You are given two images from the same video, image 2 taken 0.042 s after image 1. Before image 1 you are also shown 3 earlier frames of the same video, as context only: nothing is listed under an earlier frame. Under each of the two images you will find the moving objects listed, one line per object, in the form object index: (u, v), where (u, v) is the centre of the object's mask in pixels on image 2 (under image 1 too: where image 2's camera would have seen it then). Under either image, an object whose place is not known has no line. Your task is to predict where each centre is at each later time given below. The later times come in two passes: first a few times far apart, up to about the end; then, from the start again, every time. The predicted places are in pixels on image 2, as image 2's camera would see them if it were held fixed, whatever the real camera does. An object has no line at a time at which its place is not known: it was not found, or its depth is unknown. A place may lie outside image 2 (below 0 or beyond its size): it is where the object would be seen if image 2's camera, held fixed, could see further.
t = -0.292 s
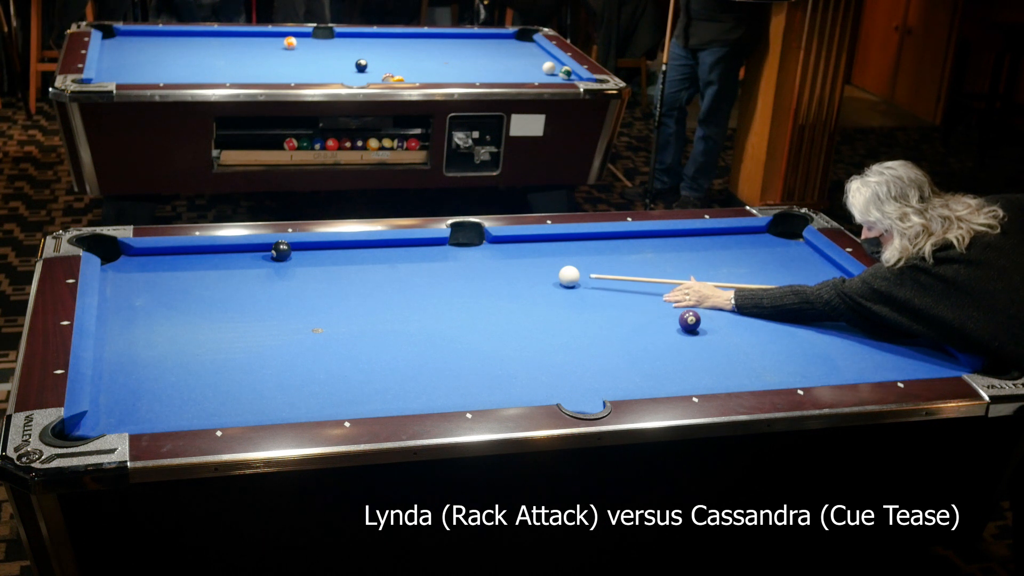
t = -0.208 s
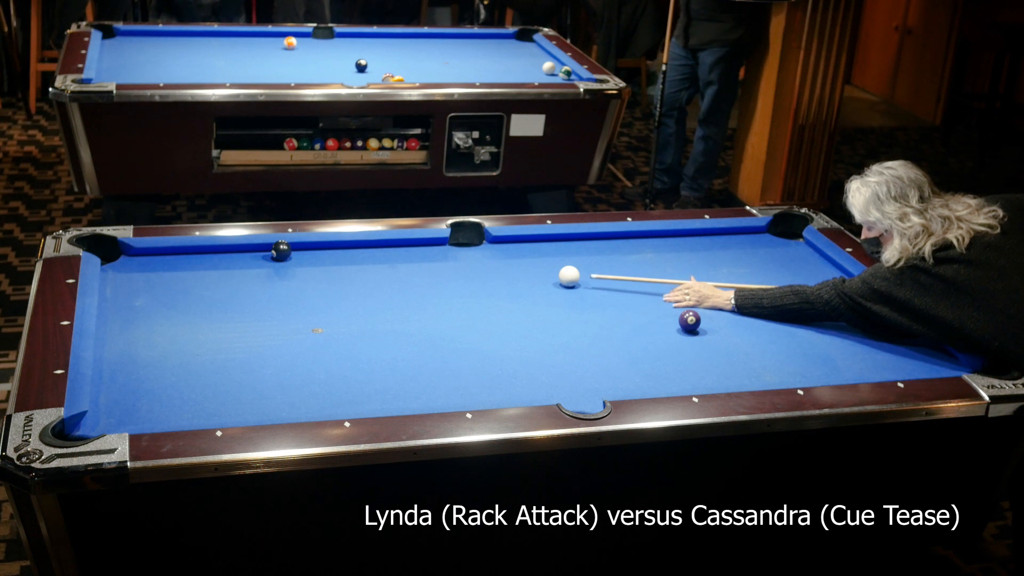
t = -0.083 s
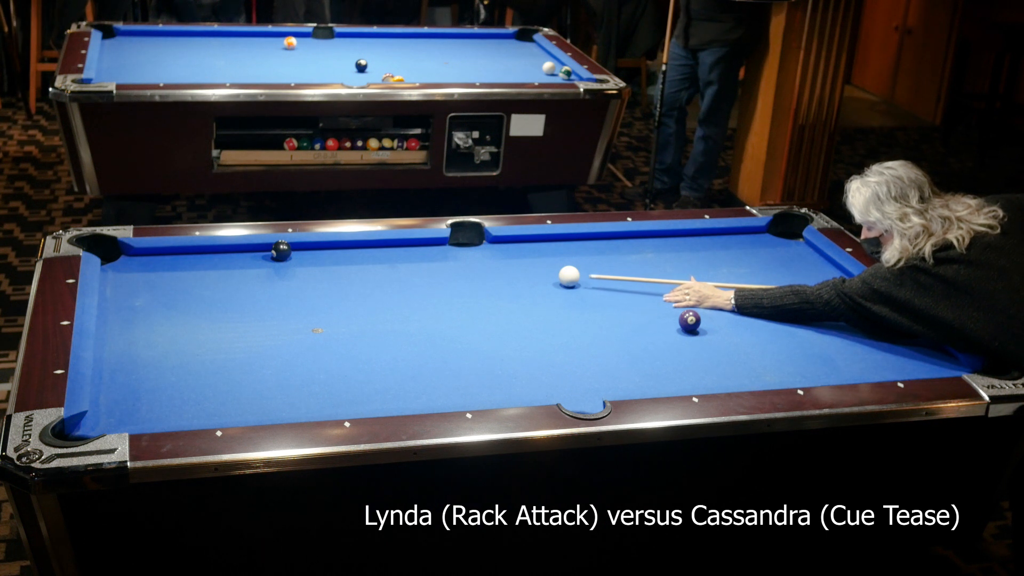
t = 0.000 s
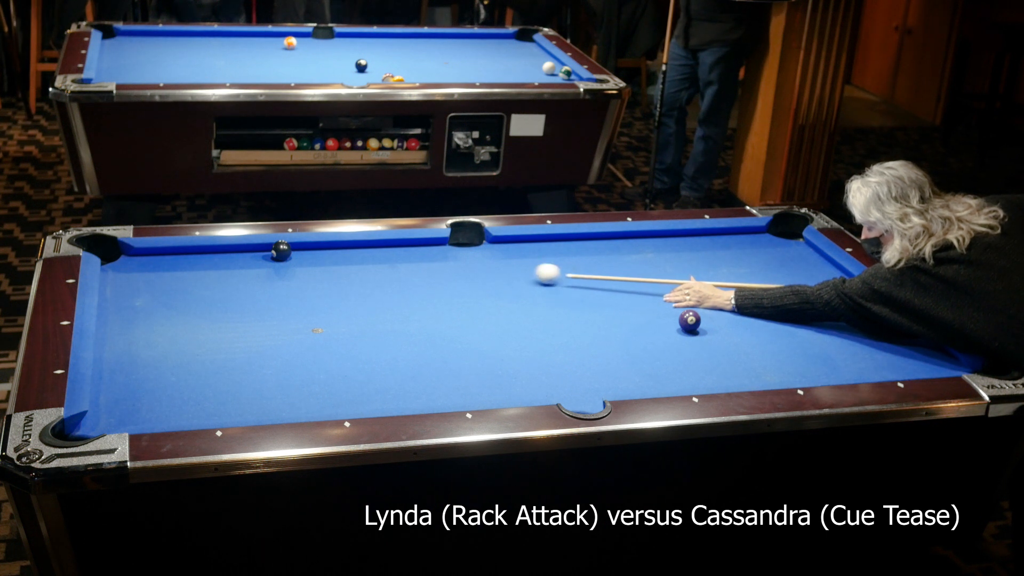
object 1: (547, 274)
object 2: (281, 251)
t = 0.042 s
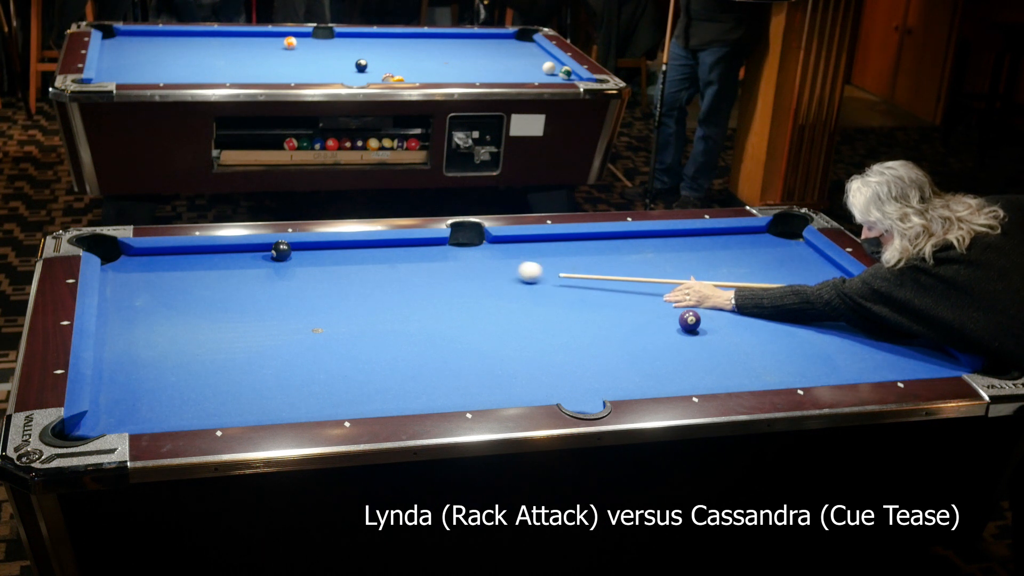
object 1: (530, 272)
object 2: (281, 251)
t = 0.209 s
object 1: (467, 266)
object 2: (281, 251)
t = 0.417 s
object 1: (391, 258)
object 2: (281, 251)
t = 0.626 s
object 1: (318, 251)
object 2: (281, 251)
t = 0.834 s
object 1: (292, 251)
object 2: (240, 252)
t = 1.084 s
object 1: (275, 257)
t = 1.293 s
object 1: (262, 262)
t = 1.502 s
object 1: (250, 268)
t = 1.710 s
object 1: (239, 272)
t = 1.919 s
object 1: (230, 276)
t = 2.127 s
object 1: (221, 280)
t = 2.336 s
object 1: (214, 283)
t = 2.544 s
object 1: (208, 286)
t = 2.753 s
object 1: (204, 288)
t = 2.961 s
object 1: (201, 289)
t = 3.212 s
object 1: (200, 290)
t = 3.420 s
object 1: (200, 290)
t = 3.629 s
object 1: (200, 290)
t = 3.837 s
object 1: (200, 290)
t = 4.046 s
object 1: (200, 290)
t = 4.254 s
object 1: (200, 290)
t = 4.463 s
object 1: (200, 290)
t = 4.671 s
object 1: (200, 290)
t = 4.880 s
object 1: (200, 290)
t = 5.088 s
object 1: (200, 290)
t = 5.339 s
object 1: (200, 290)
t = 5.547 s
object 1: (200, 290)
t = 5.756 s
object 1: (200, 290)
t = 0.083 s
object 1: (514, 270)
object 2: (281, 251)
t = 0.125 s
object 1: (498, 269)
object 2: (281, 251)
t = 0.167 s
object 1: (483, 267)
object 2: (281, 251)
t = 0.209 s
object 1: (467, 266)
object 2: (281, 251)
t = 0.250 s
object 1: (451, 264)
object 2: (281, 251)
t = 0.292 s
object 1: (436, 263)
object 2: (281, 251)
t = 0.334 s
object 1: (421, 261)
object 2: (281, 251)
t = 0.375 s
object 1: (406, 260)
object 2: (281, 251)
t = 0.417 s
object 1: (391, 258)
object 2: (281, 251)
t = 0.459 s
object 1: (376, 257)
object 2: (281, 251)
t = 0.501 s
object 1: (362, 255)
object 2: (281, 251)
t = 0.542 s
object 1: (347, 254)
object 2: (281, 251)
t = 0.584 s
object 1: (332, 252)
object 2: (281, 251)
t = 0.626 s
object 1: (318, 251)
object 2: (281, 251)
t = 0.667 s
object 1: (304, 250)
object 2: (281, 251)
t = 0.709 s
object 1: (301, 248)
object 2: (269, 251)
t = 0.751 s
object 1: (298, 249)
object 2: (258, 252)
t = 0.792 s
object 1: (295, 250)
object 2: (249, 252)
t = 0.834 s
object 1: (292, 251)
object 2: (240, 252)
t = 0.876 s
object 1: (289, 252)
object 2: (231, 253)
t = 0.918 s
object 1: (286, 253)
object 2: (221, 253)
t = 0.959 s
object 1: (284, 254)
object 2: (212, 253)
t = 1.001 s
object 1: (281, 255)
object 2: (203, 253)
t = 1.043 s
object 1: (278, 256)
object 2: (194, 253)
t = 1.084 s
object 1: (275, 257)
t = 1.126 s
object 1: (273, 258)
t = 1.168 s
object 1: (270, 259)
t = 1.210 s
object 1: (267, 260)
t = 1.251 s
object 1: (265, 262)
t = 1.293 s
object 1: (262, 262)
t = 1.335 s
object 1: (260, 263)
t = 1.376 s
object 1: (257, 264)
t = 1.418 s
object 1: (255, 265)
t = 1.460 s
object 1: (253, 267)
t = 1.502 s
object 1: (250, 268)
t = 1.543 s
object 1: (248, 268)
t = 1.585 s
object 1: (246, 269)
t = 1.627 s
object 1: (244, 270)
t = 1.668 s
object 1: (242, 271)
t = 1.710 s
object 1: (239, 272)
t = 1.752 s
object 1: (237, 273)
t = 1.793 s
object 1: (236, 274)
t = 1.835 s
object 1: (234, 274)
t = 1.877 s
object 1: (232, 275)
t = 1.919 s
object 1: (230, 276)
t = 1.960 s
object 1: (228, 277)
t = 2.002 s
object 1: (226, 277)
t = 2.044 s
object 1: (225, 278)
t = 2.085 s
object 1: (223, 279)
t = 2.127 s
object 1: (221, 280)
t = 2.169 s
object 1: (220, 280)
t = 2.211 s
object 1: (218, 281)
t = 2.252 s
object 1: (217, 282)
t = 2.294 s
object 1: (215, 282)
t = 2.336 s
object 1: (214, 283)
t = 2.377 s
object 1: (213, 283)
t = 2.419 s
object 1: (212, 284)
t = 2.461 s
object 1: (210, 285)
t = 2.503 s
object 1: (209, 285)
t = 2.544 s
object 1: (208, 286)
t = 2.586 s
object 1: (207, 286)
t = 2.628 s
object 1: (206, 287)
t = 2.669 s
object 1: (206, 287)
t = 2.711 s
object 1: (205, 287)
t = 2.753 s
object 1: (204, 288)
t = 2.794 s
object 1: (203, 288)
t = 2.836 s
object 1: (203, 288)
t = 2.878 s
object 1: (202, 289)
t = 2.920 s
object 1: (202, 289)
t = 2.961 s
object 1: (201, 289)
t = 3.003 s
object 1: (201, 290)
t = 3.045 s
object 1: (201, 290)
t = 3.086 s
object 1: (201, 290)
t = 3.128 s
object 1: (200, 290)
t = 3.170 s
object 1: (200, 290)
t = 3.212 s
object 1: (200, 290)
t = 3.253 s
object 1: (200, 290)
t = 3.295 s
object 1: (200, 290)
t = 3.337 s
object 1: (200, 290)
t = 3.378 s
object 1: (200, 290)
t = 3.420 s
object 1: (200, 290)
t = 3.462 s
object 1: (200, 290)
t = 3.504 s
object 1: (200, 290)
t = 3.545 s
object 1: (200, 290)
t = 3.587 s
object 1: (200, 290)
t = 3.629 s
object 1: (200, 290)
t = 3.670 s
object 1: (200, 290)
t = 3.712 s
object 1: (200, 290)
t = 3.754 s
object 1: (200, 290)
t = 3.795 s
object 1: (200, 290)
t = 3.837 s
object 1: (200, 290)
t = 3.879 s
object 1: (200, 290)
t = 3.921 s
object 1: (200, 290)
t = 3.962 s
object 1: (200, 290)
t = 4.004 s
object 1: (200, 290)
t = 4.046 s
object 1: (200, 290)
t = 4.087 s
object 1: (200, 290)
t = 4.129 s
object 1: (200, 290)
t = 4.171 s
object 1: (200, 290)
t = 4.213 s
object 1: (200, 290)
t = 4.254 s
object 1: (200, 290)
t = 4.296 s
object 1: (200, 290)
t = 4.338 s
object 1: (200, 290)
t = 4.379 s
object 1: (200, 290)
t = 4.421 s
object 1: (200, 290)
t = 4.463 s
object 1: (200, 290)
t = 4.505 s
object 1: (200, 290)
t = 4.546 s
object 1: (200, 290)
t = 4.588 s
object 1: (200, 290)
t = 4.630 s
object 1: (200, 290)
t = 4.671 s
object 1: (200, 290)
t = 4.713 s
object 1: (200, 290)
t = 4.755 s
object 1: (200, 290)
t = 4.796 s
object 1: (200, 290)
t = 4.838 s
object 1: (200, 290)
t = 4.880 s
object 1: (200, 290)
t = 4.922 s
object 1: (200, 290)
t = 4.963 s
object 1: (200, 290)
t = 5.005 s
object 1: (200, 290)
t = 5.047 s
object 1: (200, 290)
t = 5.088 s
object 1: (200, 290)
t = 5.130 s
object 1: (200, 290)
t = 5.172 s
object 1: (200, 290)
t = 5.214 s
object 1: (200, 290)
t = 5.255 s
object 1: (200, 290)
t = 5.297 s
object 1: (200, 290)
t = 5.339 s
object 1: (200, 290)
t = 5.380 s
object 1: (200, 290)
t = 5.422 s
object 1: (200, 290)
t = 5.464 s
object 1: (200, 290)
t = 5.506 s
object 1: (200, 290)
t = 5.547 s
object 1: (200, 290)
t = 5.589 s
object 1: (200, 290)
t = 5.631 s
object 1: (200, 290)
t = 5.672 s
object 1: (200, 290)
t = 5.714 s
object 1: (200, 290)
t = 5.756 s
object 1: (200, 290)
